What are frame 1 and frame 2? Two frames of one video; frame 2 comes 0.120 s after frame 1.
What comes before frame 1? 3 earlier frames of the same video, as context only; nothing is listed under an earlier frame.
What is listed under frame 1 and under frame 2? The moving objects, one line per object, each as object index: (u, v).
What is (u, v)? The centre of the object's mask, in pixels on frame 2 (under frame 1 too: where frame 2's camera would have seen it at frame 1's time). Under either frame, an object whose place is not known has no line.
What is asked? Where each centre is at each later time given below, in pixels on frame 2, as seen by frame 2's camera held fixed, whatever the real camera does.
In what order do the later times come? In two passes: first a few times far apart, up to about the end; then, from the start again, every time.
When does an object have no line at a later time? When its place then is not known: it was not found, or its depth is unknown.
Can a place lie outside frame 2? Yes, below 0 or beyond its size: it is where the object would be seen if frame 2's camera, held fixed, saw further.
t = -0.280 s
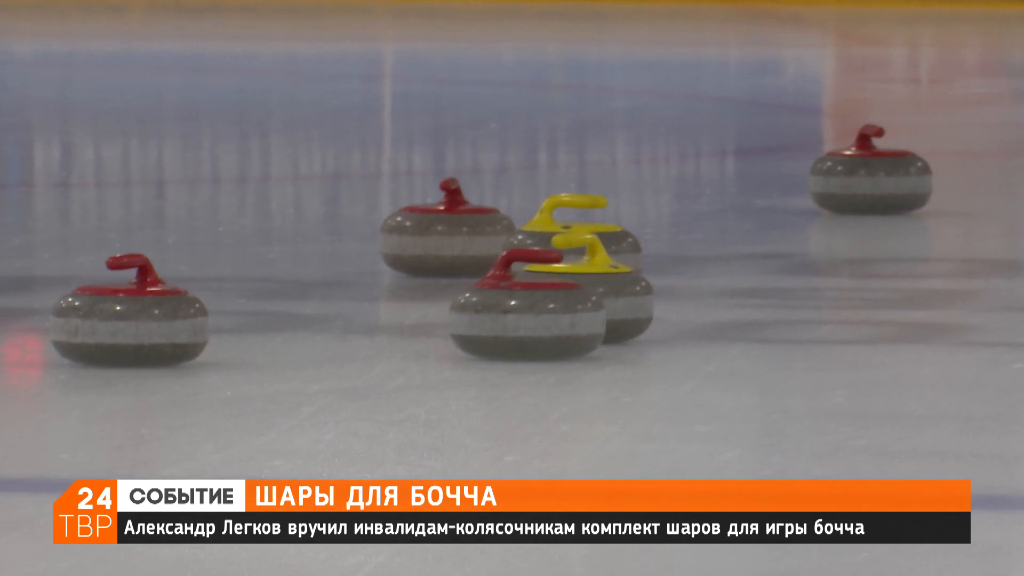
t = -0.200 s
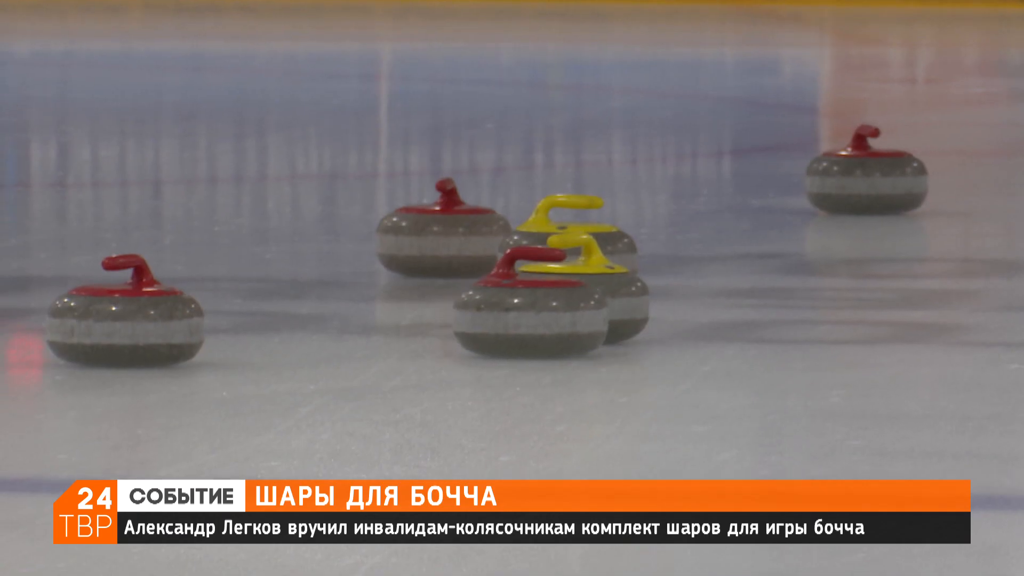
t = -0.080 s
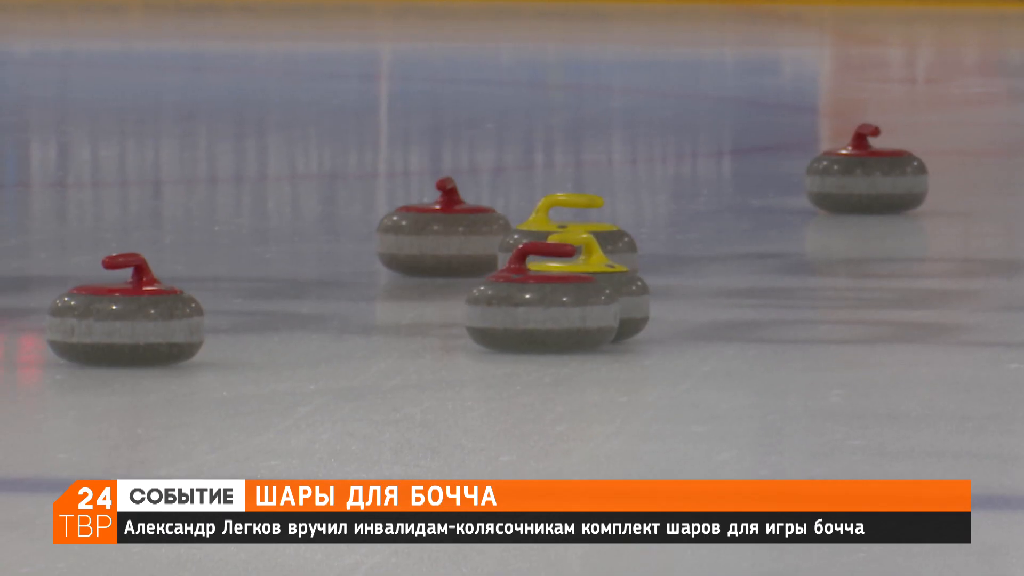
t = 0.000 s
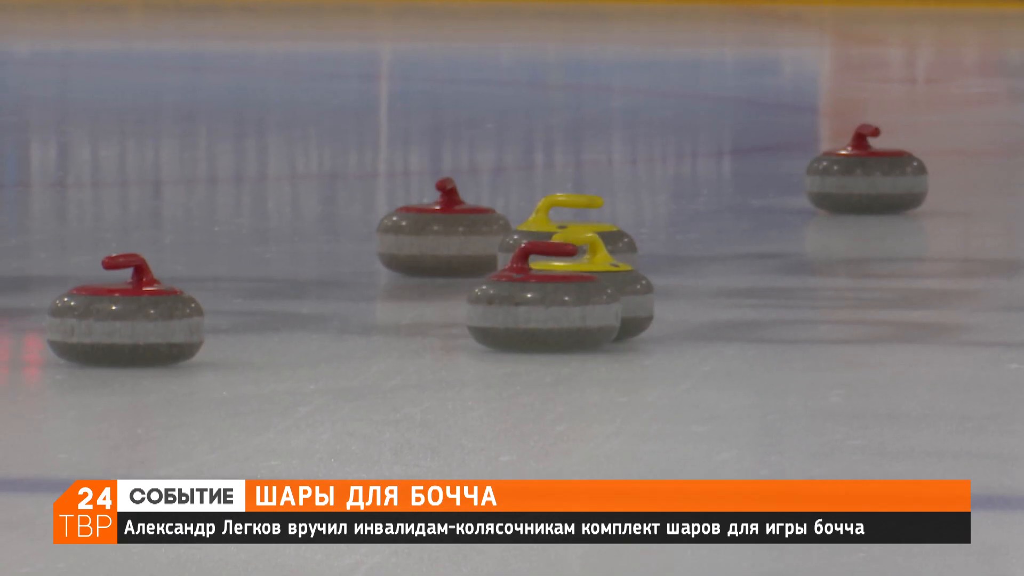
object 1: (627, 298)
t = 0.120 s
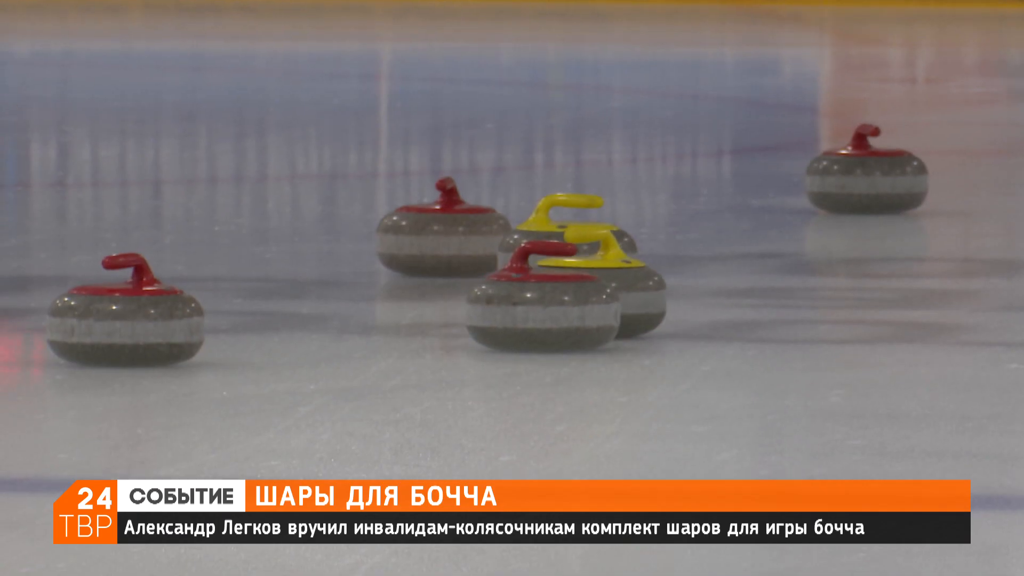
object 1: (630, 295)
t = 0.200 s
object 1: (633, 293)
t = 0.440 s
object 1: (646, 289)
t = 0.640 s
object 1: (655, 285)
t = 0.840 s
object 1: (665, 281)
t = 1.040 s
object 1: (676, 277)
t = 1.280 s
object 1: (692, 273)
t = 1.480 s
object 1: (706, 269)
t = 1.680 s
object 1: (720, 265)
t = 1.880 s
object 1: (732, 261)
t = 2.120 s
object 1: (747, 257)
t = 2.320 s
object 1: (759, 254)
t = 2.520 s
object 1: (769, 250)
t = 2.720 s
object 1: (779, 248)
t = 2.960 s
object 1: (790, 245)
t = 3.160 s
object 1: (799, 242)
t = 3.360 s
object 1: (807, 240)
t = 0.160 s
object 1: (631, 295)
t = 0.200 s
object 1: (633, 293)
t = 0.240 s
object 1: (635, 293)
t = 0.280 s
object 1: (636, 291)
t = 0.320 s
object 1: (639, 291)
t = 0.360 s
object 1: (641, 290)
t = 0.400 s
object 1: (643, 289)
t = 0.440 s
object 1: (646, 289)
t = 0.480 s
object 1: (646, 288)
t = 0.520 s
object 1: (649, 287)
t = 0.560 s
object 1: (651, 286)
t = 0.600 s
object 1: (653, 286)
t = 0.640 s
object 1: (655, 285)
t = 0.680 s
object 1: (658, 285)
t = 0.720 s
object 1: (659, 284)
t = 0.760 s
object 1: (661, 283)
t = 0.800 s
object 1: (663, 282)
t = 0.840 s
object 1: (665, 281)
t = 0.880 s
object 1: (668, 281)
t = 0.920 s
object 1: (670, 280)
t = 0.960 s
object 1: (672, 279)
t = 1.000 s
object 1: (674, 278)
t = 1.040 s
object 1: (676, 277)
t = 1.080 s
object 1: (678, 276)
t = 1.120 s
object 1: (680, 276)
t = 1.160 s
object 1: (683, 275)
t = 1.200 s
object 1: (686, 274)
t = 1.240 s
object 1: (689, 274)
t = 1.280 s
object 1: (692, 273)
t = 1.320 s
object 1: (695, 272)
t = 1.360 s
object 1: (697, 272)
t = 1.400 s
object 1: (700, 270)
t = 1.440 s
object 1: (703, 270)
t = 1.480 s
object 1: (706, 269)
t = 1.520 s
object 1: (708, 268)
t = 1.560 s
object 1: (711, 267)
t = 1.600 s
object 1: (714, 266)
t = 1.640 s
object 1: (717, 266)
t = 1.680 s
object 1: (720, 265)
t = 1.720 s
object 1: (722, 264)
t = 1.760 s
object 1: (725, 263)
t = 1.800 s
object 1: (727, 263)
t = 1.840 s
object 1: (730, 262)
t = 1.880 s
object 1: (732, 261)
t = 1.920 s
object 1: (735, 260)
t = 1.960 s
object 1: (737, 260)
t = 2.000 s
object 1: (740, 259)
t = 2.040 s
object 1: (742, 259)
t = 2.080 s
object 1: (745, 258)
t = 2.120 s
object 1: (747, 257)
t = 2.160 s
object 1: (750, 256)
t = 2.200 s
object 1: (752, 256)
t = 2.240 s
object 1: (754, 255)
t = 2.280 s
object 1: (756, 254)
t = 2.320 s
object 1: (759, 254)
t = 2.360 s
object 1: (761, 253)
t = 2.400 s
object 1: (763, 252)
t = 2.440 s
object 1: (765, 252)
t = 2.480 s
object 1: (767, 251)
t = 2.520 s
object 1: (769, 250)
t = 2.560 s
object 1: (771, 250)
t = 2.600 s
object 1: (773, 249)
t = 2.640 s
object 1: (775, 249)
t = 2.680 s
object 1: (777, 248)
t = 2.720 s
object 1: (779, 248)
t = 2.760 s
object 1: (781, 247)
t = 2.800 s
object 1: (783, 247)
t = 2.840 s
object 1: (785, 246)
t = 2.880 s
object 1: (787, 246)
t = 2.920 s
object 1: (789, 245)
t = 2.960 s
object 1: (790, 245)
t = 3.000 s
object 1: (792, 244)
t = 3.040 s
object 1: (794, 244)
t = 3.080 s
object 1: (796, 243)
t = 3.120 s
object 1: (797, 243)
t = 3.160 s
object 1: (799, 242)
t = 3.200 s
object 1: (801, 242)
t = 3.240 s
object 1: (802, 241)
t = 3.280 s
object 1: (804, 241)
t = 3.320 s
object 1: (806, 240)
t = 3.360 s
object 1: (807, 240)
